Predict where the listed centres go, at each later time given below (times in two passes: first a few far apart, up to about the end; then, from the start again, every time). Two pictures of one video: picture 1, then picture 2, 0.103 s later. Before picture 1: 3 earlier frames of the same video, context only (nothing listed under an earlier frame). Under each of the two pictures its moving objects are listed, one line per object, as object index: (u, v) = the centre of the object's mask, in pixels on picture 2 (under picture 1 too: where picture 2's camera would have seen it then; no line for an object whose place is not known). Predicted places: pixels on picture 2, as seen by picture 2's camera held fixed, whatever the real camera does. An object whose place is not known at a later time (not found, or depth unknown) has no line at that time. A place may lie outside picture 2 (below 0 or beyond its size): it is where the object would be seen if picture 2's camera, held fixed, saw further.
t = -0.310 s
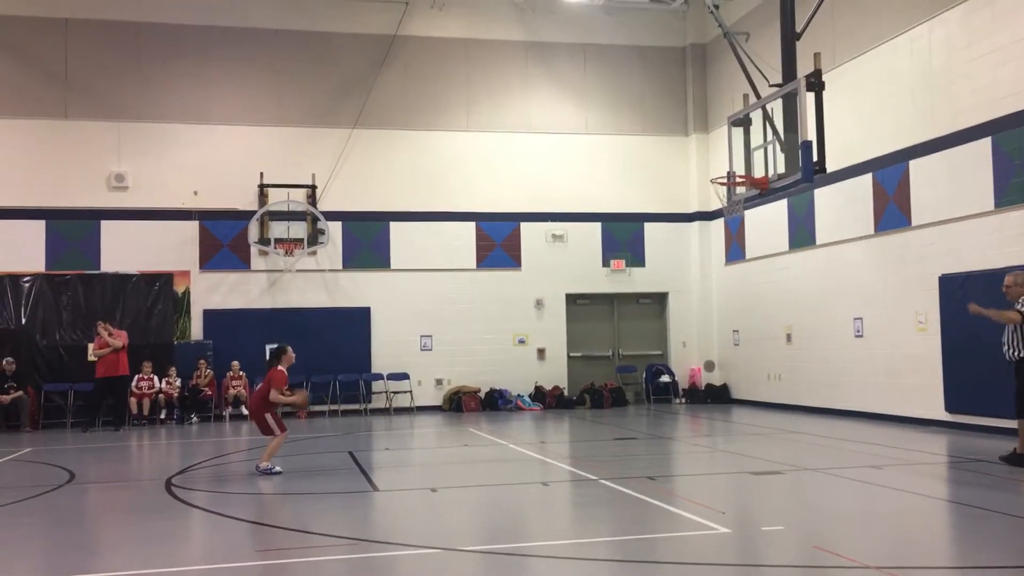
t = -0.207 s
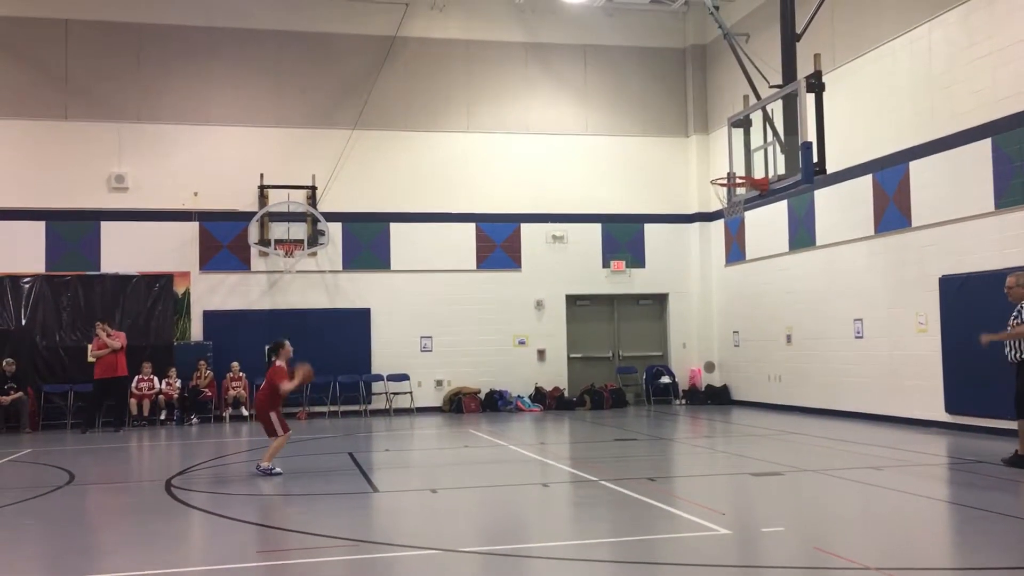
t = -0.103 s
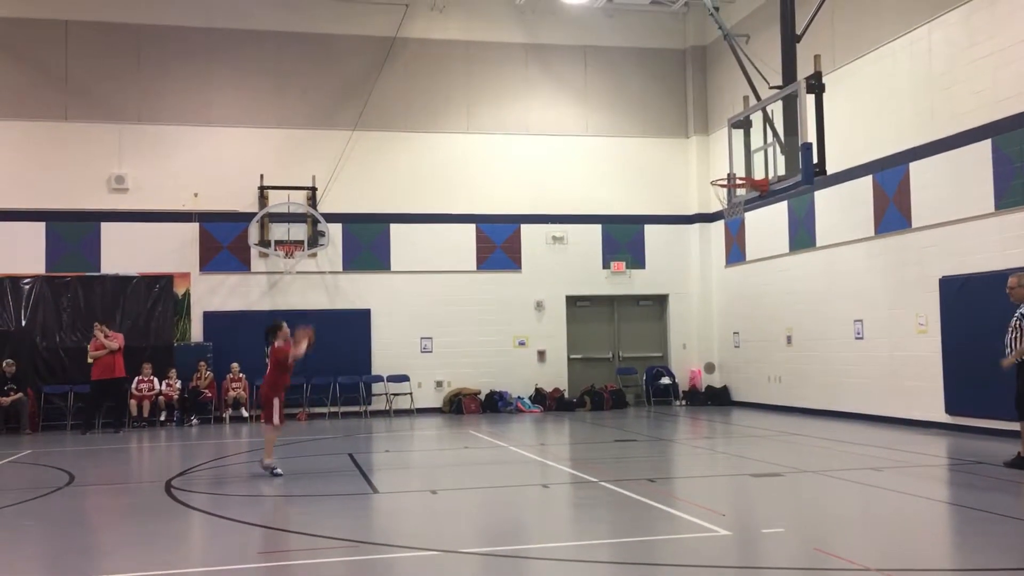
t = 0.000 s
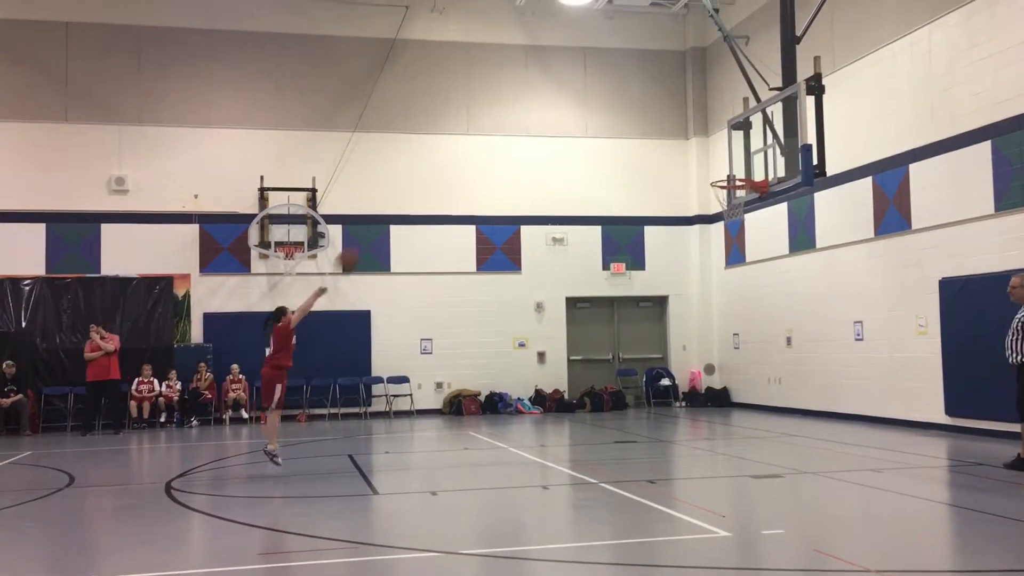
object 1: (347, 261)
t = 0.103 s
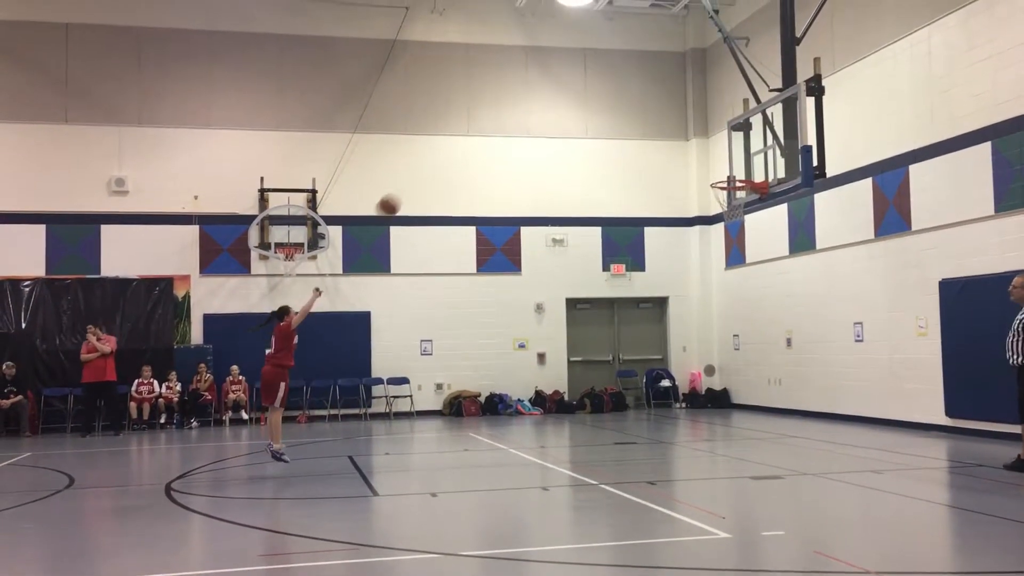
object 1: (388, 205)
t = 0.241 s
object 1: (440, 152)
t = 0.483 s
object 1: (529, 97)
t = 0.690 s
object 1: (601, 90)
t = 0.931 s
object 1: (681, 126)
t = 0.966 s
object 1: (691, 133)
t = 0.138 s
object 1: (401, 192)
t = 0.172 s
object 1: (414, 177)
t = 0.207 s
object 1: (428, 163)
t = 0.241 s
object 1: (440, 152)
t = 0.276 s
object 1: (453, 140)
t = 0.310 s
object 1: (466, 131)
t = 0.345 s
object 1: (479, 122)
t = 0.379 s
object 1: (491, 114)
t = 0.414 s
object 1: (504, 107)
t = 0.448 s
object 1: (516, 102)
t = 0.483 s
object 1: (529, 97)
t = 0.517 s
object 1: (540, 93)
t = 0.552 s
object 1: (553, 90)
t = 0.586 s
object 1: (565, 89)
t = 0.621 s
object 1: (577, 88)
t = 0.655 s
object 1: (589, 88)
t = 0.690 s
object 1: (601, 90)
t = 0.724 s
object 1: (612, 92)
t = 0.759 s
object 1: (624, 95)
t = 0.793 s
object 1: (635, 99)
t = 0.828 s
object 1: (646, 104)
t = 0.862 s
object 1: (658, 110)
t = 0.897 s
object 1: (670, 118)
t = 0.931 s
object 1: (681, 126)
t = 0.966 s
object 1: (691, 133)
